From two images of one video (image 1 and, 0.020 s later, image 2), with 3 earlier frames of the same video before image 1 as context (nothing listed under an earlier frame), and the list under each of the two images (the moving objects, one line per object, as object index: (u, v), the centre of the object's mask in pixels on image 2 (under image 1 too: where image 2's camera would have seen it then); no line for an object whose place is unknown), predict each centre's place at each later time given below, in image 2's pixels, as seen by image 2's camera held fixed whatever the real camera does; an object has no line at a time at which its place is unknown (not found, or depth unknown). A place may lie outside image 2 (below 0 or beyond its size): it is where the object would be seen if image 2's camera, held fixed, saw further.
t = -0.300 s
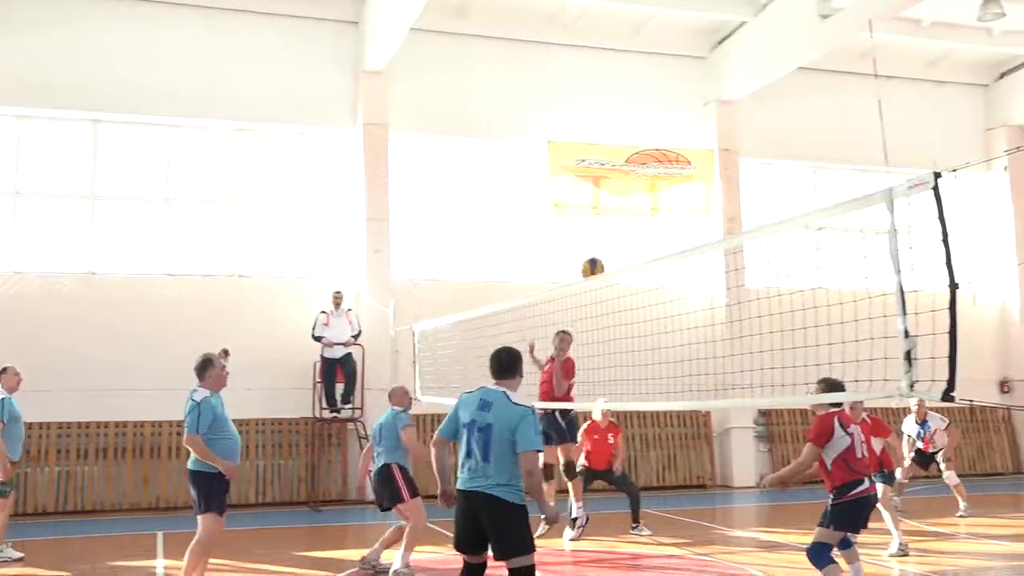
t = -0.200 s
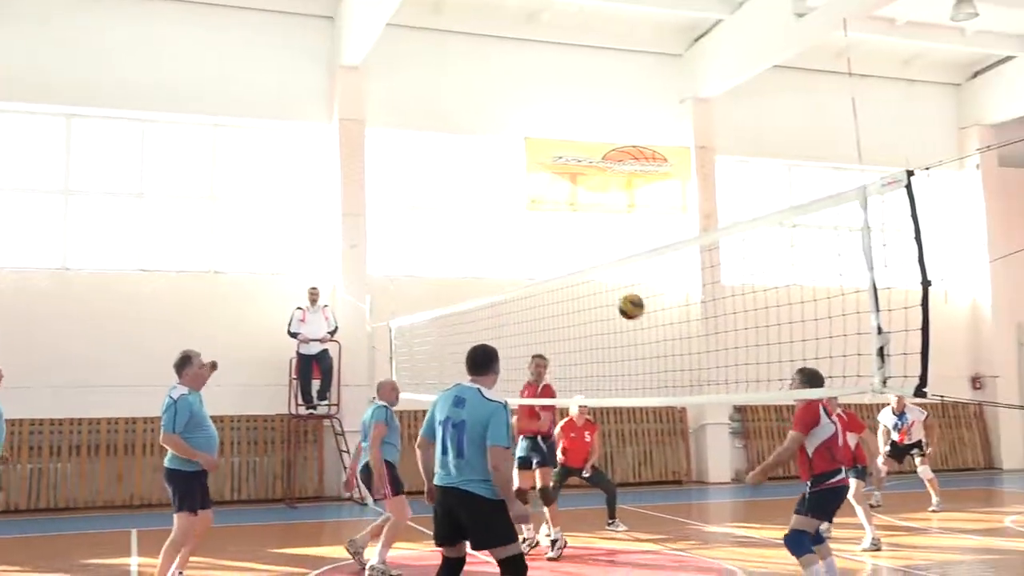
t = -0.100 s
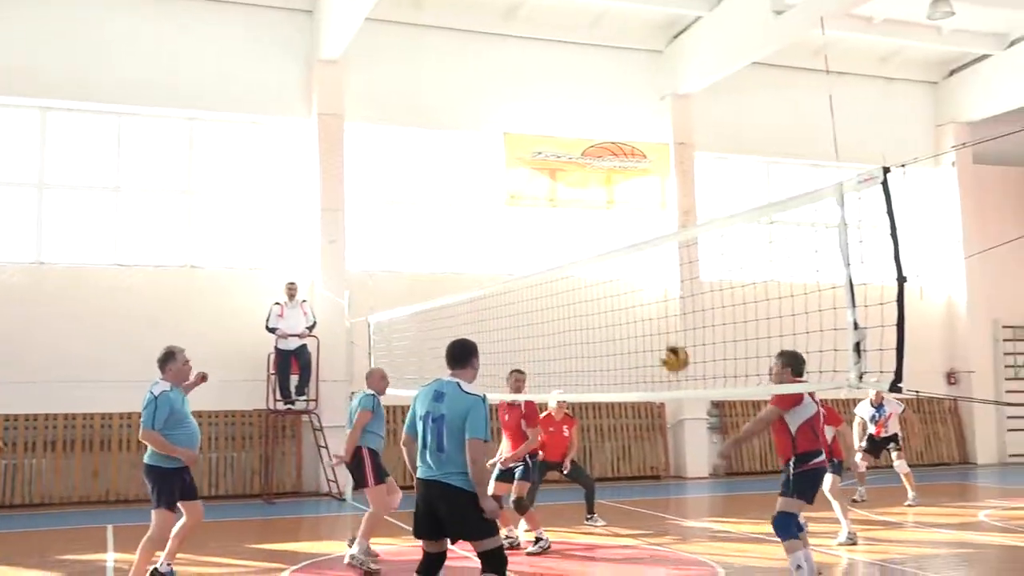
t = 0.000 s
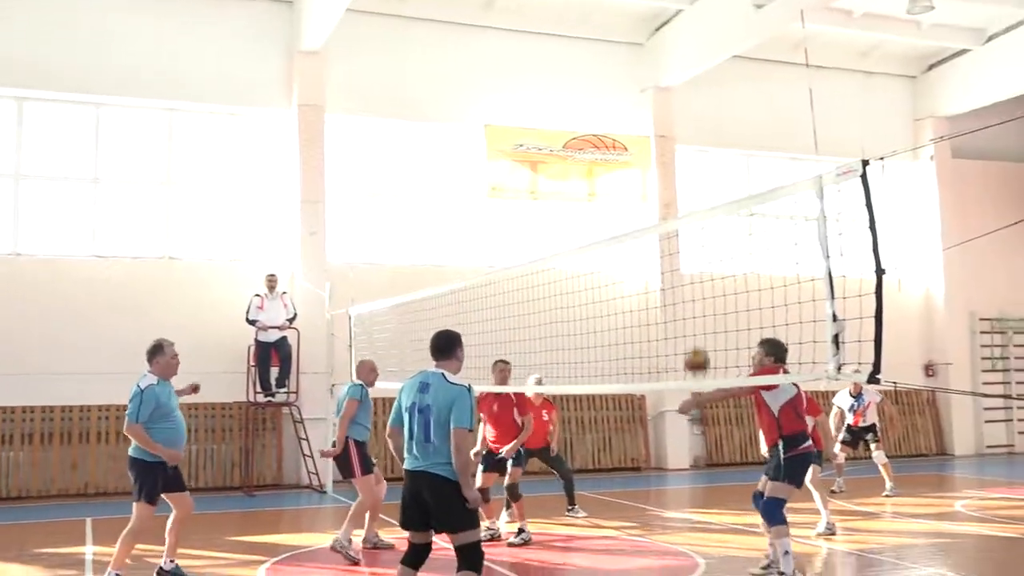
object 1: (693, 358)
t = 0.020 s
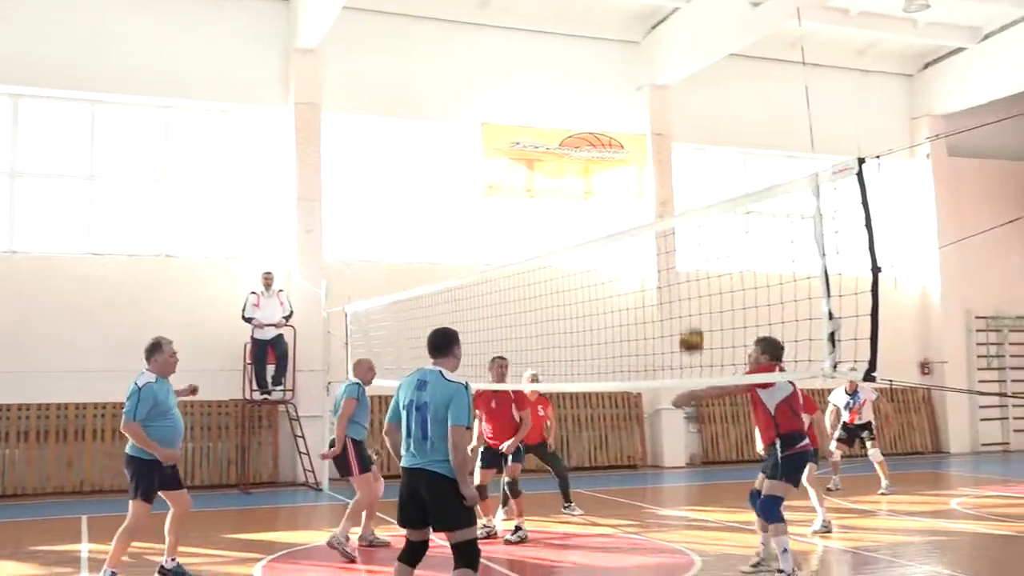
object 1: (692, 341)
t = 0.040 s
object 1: (691, 322)
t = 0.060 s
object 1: (689, 305)
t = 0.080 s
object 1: (687, 288)
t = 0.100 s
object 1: (686, 274)
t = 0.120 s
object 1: (685, 259)
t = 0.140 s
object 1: (685, 245)
